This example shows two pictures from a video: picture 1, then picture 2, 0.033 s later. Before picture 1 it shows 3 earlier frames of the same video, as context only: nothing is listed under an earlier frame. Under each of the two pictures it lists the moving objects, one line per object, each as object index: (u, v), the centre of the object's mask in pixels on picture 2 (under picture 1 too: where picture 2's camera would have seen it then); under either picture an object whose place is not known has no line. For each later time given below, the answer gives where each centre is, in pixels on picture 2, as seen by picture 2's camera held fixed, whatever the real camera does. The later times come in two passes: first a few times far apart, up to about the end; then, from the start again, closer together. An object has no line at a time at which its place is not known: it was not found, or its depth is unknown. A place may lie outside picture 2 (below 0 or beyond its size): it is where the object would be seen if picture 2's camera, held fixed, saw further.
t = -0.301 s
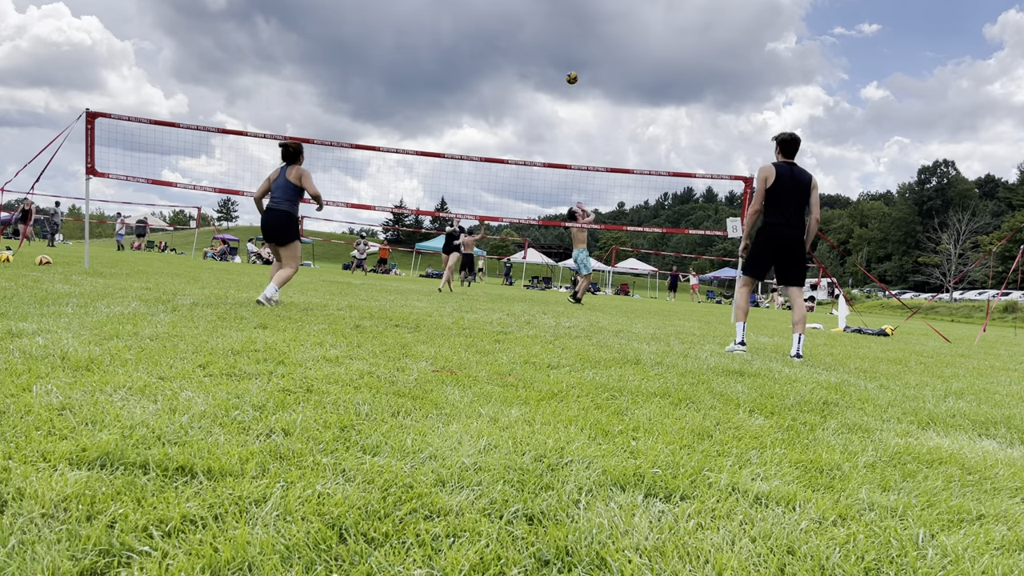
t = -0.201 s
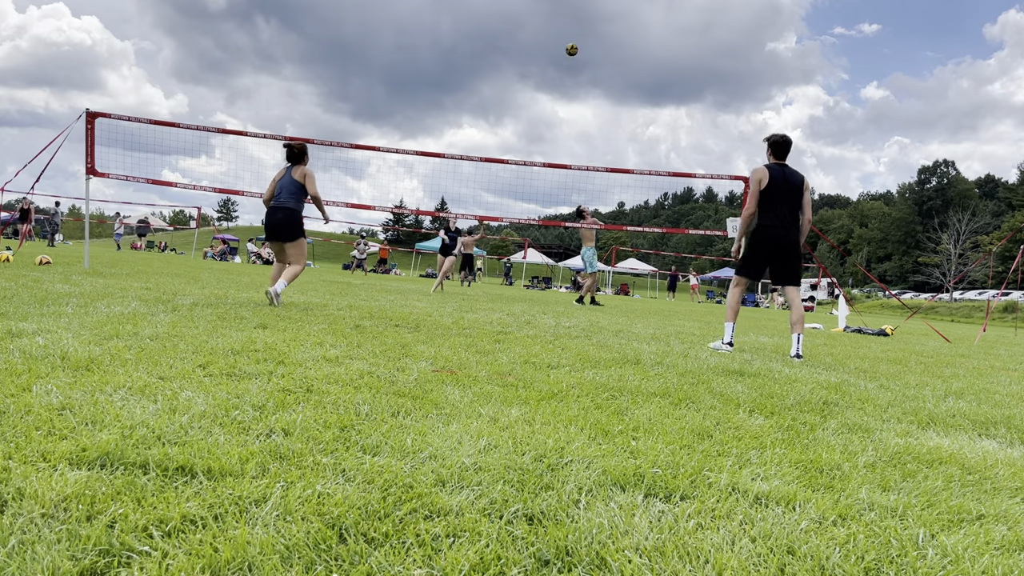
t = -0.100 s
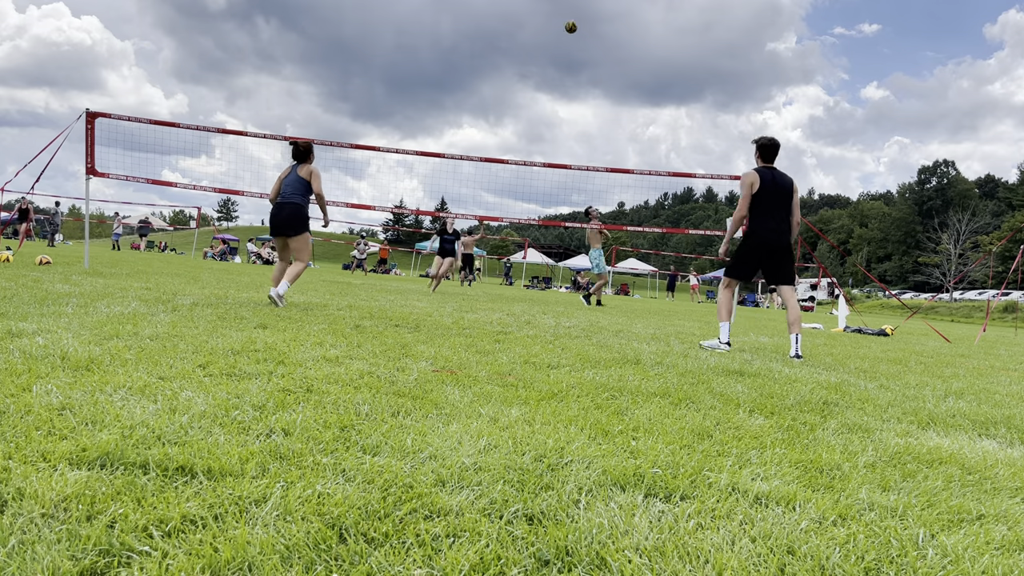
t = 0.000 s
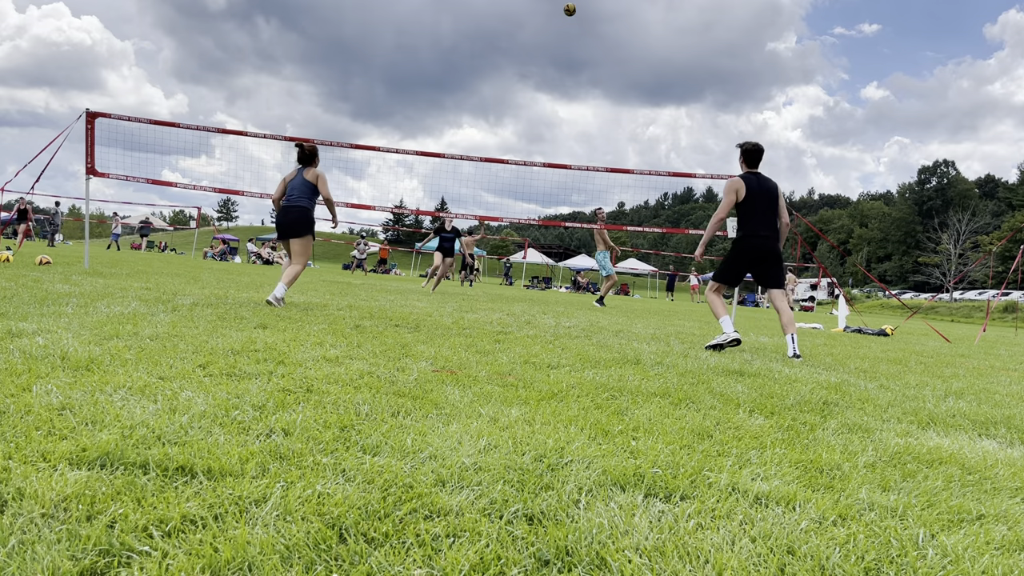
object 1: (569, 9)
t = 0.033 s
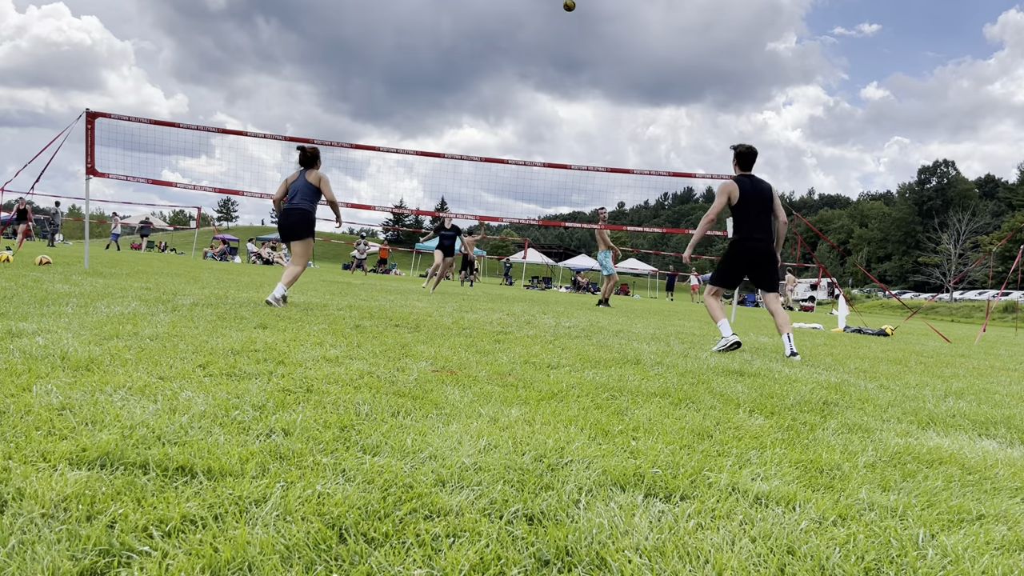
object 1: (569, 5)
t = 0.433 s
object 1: (556, 3)
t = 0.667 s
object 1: (545, 42)
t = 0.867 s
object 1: (533, 107)
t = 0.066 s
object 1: (568, 3)
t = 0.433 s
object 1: (556, 3)
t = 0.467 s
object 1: (555, 5)
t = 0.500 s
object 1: (554, 8)
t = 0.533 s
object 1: (552, 13)
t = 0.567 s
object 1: (550, 20)
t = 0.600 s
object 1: (549, 26)
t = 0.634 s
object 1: (547, 34)
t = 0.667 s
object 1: (545, 42)
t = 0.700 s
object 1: (543, 51)
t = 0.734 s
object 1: (541, 61)
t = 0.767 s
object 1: (539, 71)
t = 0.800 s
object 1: (537, 83)
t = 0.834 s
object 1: (535, 94)
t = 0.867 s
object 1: (533, 107)
